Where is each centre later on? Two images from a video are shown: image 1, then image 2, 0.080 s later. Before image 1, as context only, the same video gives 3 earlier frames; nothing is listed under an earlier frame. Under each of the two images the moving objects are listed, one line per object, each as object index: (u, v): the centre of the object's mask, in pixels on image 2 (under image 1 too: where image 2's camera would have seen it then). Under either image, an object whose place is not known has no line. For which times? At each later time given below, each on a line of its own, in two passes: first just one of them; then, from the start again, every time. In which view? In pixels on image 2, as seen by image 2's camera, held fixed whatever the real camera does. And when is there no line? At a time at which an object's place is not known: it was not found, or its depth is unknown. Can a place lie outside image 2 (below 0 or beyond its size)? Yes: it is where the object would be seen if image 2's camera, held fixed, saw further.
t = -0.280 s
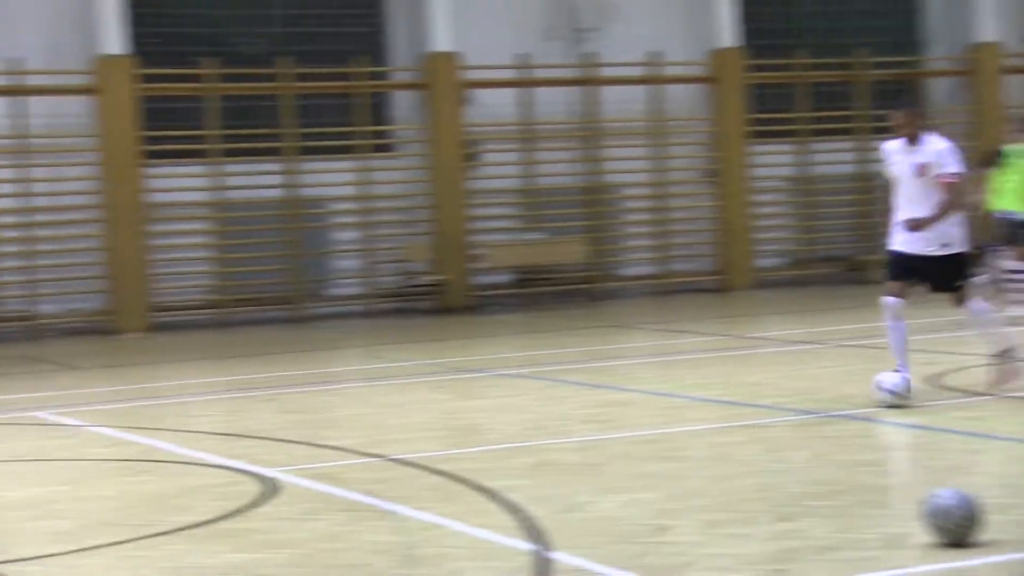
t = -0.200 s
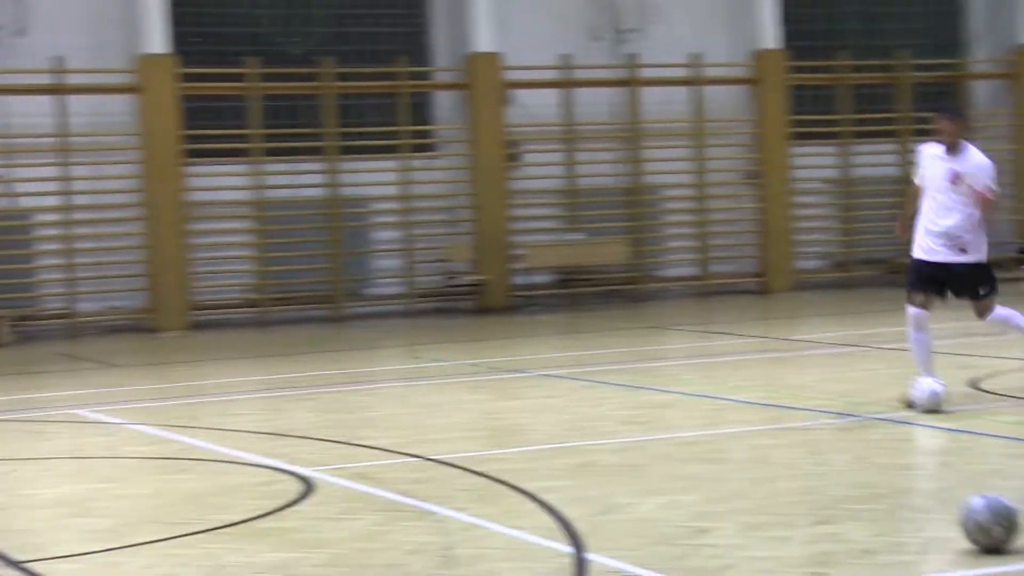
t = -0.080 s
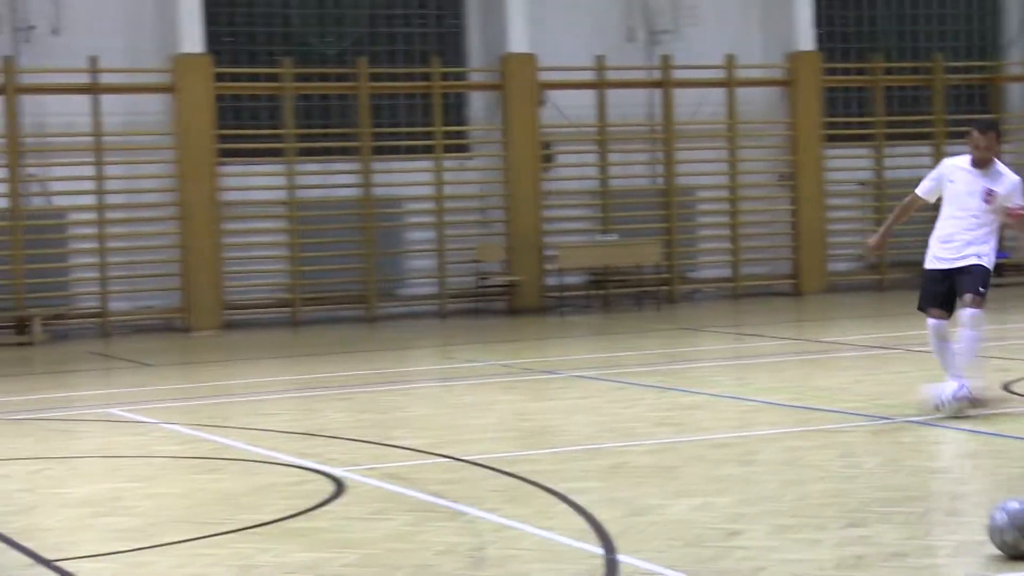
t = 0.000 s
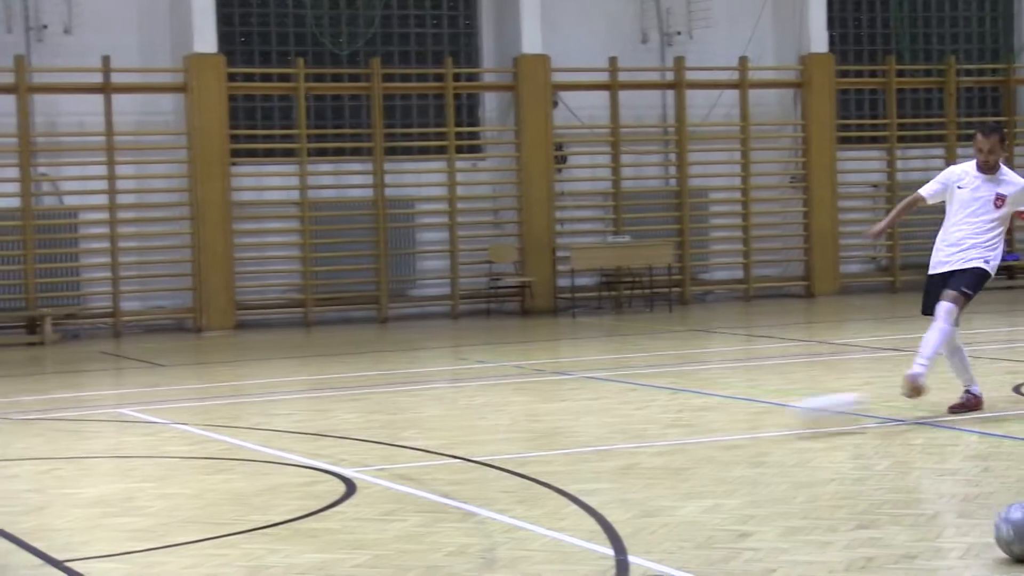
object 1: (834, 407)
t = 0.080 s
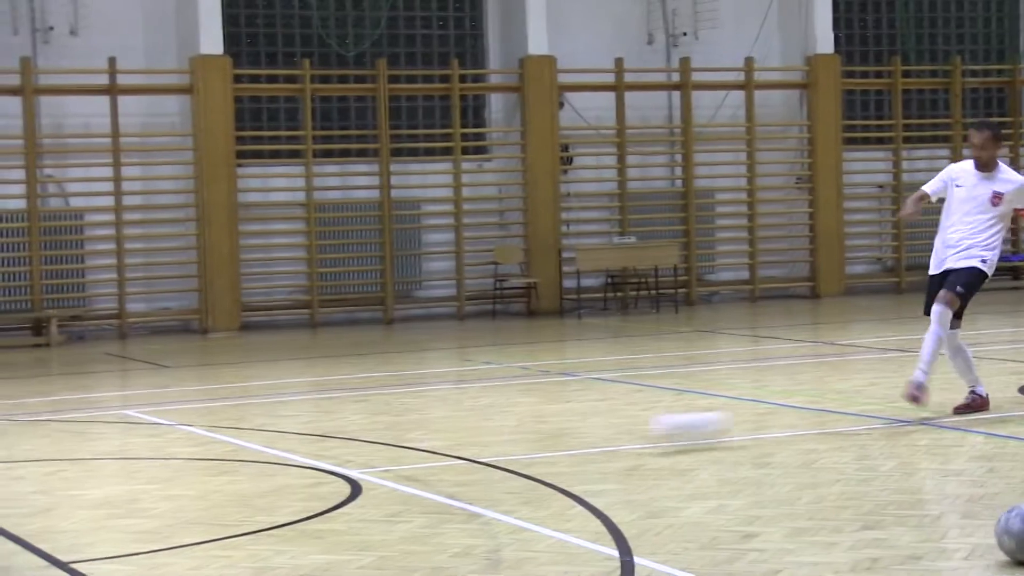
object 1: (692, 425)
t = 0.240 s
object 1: (386, 454)
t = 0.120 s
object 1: (616, 430)
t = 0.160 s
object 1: (540, 438)
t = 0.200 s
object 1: (468, 445)
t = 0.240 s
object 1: (386, 454)
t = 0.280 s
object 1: (315, 459)
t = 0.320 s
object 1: (234, 473)
